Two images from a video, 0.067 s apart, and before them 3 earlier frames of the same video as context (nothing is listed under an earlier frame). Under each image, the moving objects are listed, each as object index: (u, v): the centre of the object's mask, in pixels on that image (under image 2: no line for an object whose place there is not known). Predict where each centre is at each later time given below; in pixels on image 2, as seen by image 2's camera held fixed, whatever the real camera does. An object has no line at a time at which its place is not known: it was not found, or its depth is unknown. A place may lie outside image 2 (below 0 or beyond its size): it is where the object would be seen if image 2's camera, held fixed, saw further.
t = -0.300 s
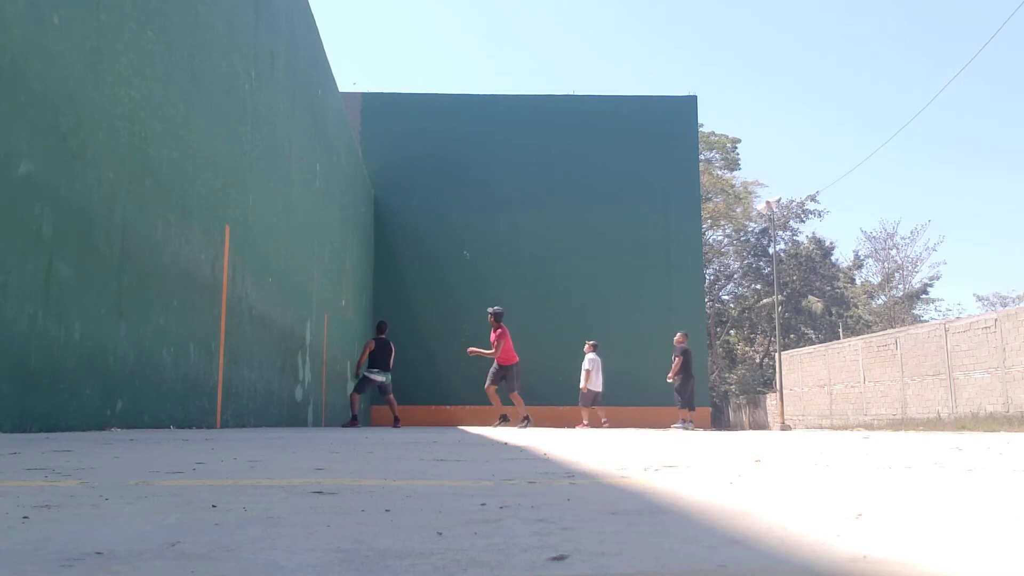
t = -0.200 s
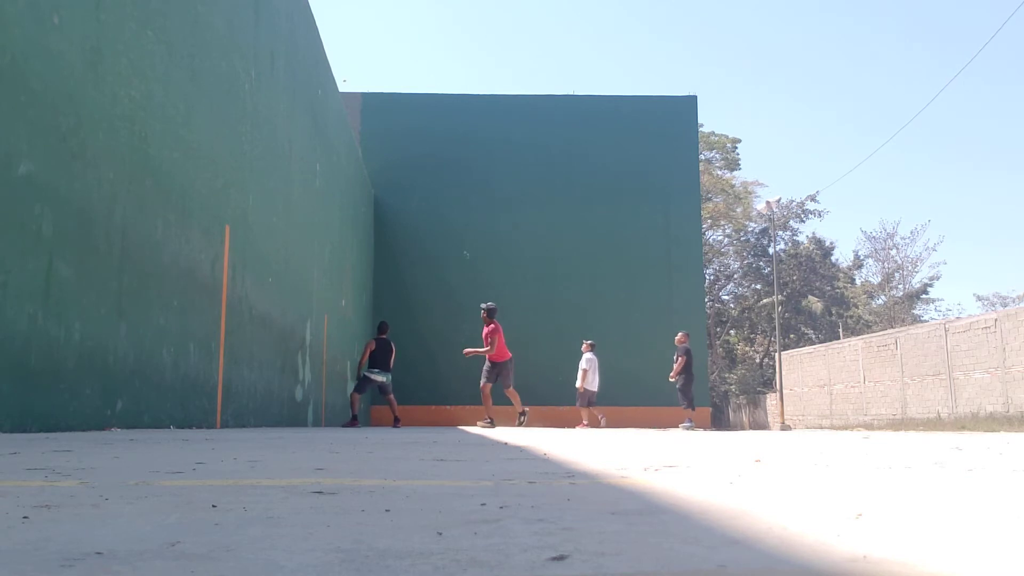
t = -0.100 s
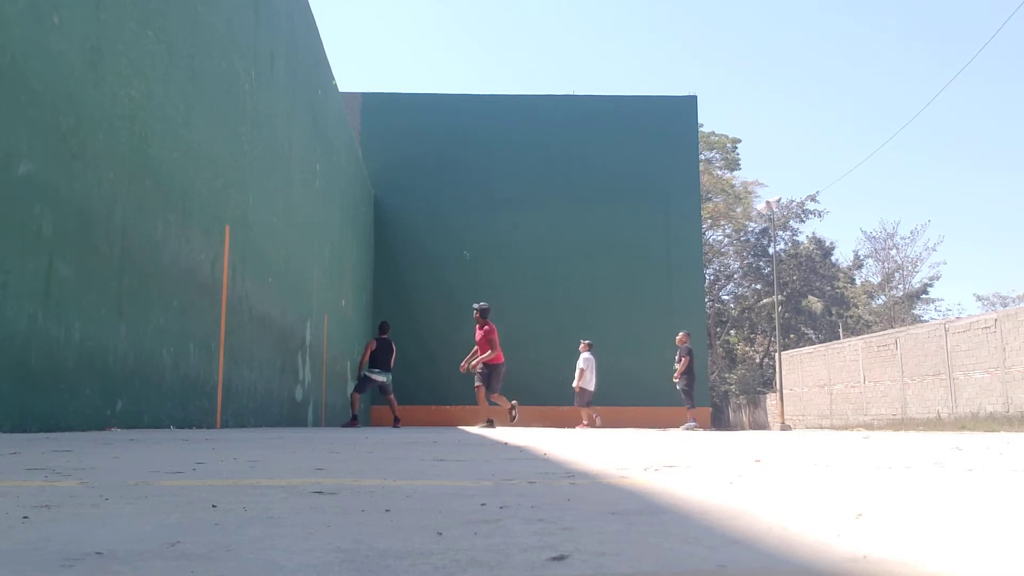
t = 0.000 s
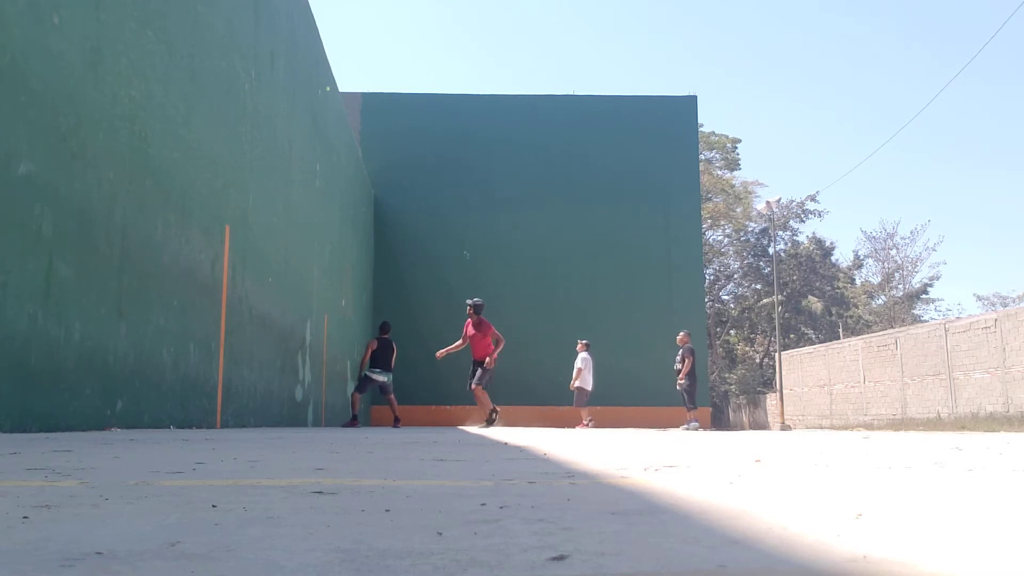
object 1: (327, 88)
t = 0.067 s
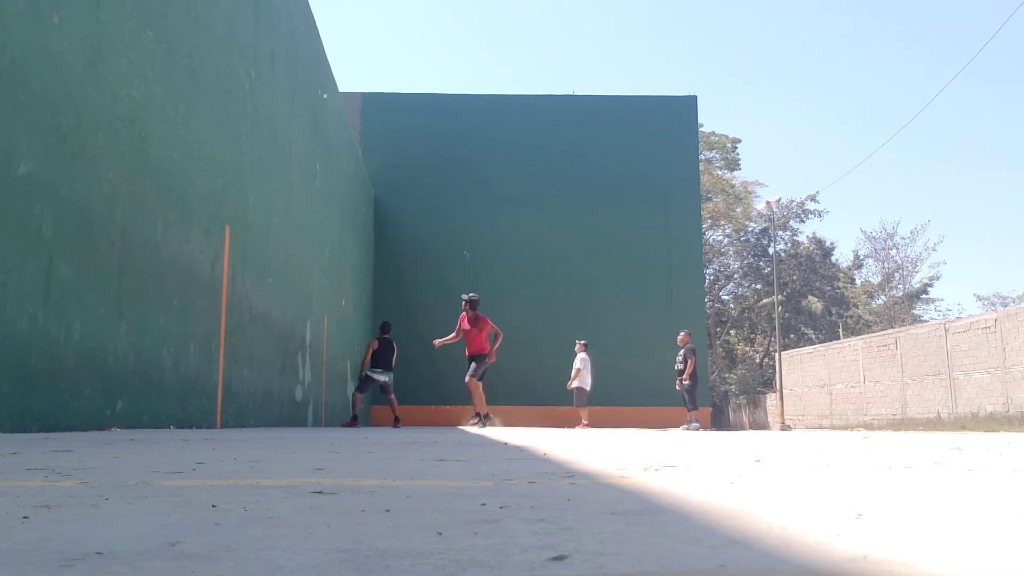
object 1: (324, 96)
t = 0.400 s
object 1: (304, 183)
